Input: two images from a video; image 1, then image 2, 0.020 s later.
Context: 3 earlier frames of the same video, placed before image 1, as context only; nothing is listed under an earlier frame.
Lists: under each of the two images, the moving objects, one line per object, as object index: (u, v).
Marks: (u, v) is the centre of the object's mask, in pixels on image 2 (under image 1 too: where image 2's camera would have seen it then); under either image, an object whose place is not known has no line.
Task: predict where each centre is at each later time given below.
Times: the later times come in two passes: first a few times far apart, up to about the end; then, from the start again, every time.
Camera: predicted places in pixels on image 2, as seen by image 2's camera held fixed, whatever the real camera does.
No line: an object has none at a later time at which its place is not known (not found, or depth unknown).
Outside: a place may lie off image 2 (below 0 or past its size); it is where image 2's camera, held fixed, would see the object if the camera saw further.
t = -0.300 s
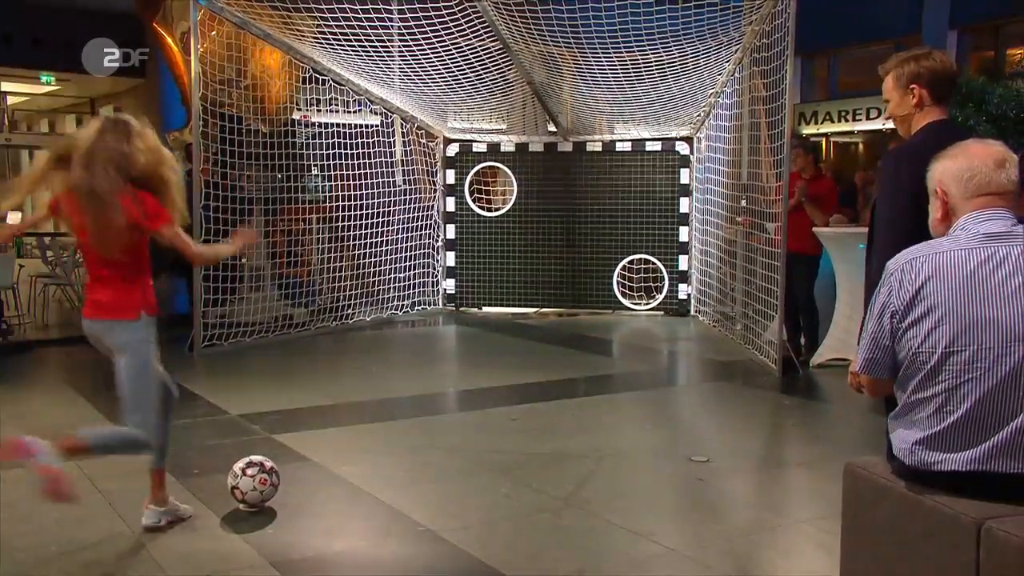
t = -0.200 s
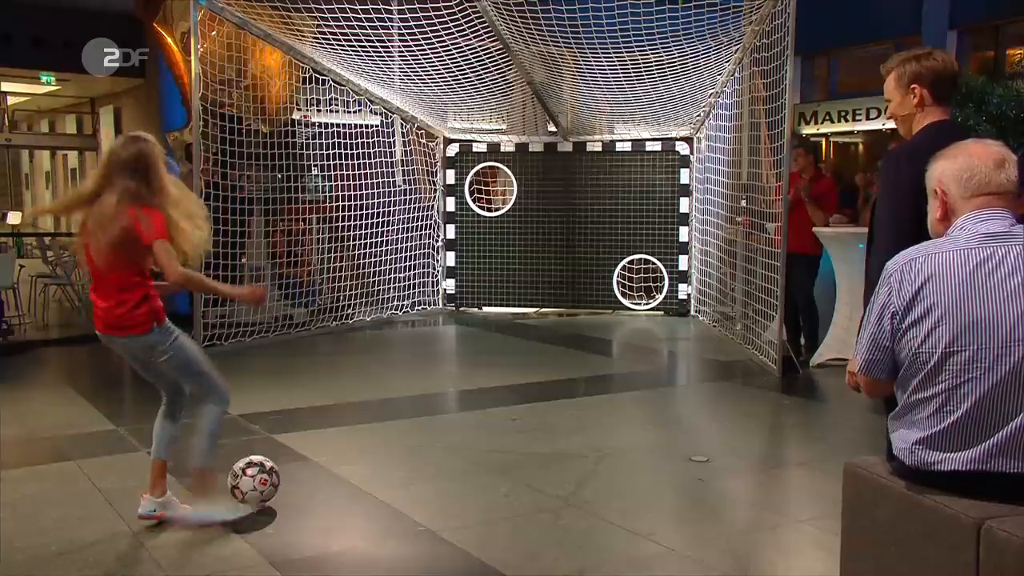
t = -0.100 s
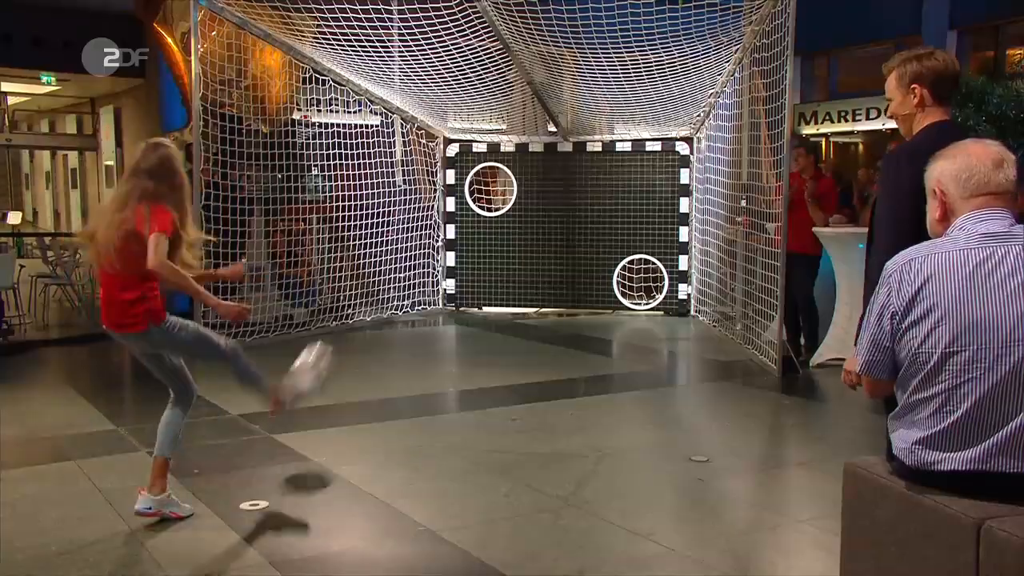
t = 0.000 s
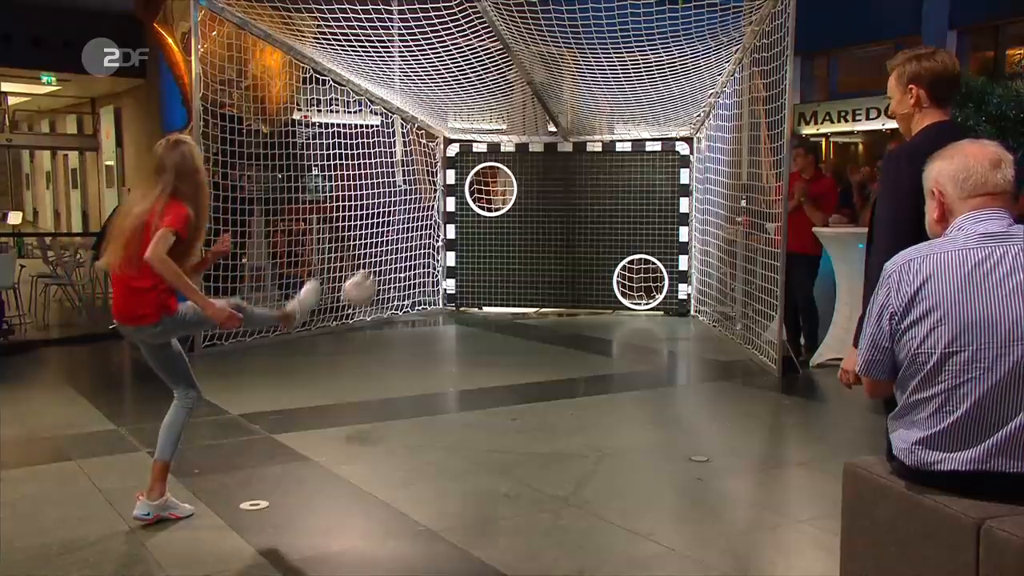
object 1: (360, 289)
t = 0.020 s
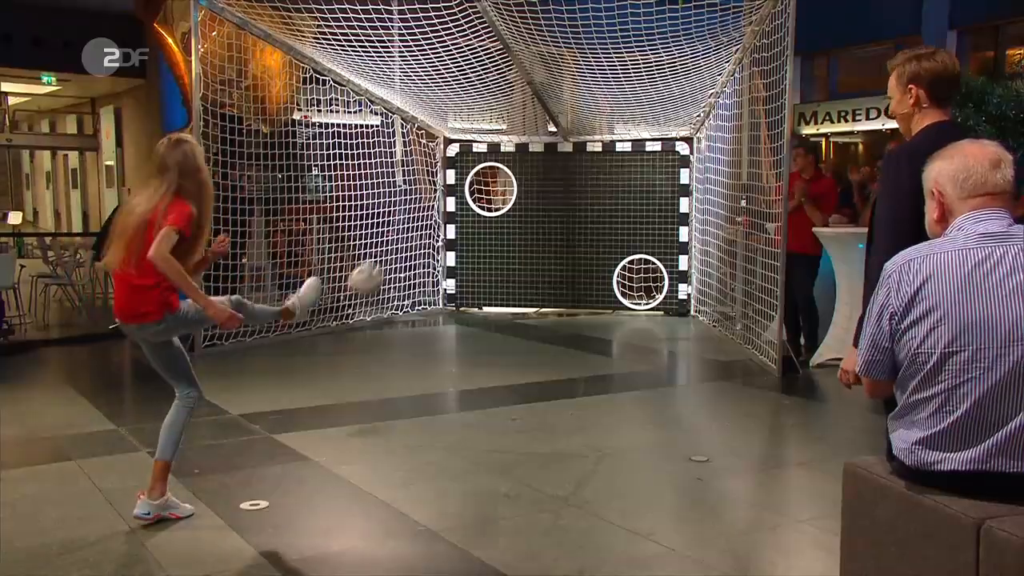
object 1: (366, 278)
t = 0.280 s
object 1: (417, 221)
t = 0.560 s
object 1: (417, 238)
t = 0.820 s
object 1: (395, 278)
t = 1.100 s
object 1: (376, 284)
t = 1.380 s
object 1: (359, 277)
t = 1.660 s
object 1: (338, 334)
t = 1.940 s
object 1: (313, 303)
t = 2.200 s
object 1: (286, 362)
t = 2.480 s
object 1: (253, 339)
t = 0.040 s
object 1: (371, 269)
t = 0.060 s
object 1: (378, 261)
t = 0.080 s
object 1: (383, 254)
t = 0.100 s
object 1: (388, 247)
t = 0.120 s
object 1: (393, 242)
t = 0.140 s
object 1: (396, 237)
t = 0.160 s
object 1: (399, 232)
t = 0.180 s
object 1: (403, 230)
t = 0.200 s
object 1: (407, 227)
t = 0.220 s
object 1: (409, 225)
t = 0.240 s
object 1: (412, 223)
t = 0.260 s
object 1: (415, 222)
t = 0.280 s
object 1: (417, 221)
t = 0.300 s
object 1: (419, 222)
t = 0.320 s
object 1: (421, 222)
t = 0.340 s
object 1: (423, 222)
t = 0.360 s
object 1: (425, 223)
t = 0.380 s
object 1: (426, 224)
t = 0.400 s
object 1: (427, 225)
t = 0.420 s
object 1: (428, 227)
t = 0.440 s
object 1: (430, 230)
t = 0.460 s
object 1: (431, 233)
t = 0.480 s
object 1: (432, 235)
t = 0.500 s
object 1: (428, 236)
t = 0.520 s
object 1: (422, 236)
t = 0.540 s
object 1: (419, 237)
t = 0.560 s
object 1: (417, 238)
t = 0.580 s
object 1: (415, 238)
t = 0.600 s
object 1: (414, 241)
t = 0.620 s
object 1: (412, 242)
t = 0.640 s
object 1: (410, 244)
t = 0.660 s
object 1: (408, 245)
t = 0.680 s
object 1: (407, 250)
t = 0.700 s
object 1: (406, 253)
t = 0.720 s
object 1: (403, 258)
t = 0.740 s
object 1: (402, 261)
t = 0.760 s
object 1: (401, 263)
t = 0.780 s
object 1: (399, 268)
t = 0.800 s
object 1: (397, 272)
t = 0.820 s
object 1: (395, 278)
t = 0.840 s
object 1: (394, 284)
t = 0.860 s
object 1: (392, 290)
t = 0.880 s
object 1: (390, 297)
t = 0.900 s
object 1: (388, 304)
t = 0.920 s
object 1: (387, 311)
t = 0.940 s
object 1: (385, 318)
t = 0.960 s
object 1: (384, 315)
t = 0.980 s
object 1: (383, 309)
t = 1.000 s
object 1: (383, 305)
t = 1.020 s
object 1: (380, 298)
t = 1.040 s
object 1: (380, 296)
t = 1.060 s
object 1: (379, 291)
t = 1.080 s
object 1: (377, 287)
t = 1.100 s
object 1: (376, 284)
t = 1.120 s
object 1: (374, 281)
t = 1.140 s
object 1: (373, 278)
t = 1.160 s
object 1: (372, 275)
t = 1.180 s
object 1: (372, 274)
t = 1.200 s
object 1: (370, 273)
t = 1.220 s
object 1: (369, 272)
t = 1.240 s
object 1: (367, 271)
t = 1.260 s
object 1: (366, 270)
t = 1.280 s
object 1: (365, 270)
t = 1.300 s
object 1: (364, 271)
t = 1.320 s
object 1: (362, 271)
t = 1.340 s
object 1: (361, 273)
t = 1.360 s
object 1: (359, 274)
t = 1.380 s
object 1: (359, 277)
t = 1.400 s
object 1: (357, 280)
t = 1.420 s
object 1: (356, 282)
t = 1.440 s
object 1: (355, 285)
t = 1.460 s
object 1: (353, 290)
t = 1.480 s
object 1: (352, 295)
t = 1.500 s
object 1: (350, 300)
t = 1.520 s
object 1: (348, 305)
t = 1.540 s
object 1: (347, 311)
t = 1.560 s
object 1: (345, 317)
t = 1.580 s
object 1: (345, 323)
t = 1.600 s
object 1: (343, 332)
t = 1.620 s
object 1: (341, 338)
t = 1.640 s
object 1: (339, 340)
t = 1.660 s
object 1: (338, 334)
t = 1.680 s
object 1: (336, 330)
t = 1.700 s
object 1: (335, 325)
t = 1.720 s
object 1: (332, 321)
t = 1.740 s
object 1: (331, 317)
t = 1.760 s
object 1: (330, 314)
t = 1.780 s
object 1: (329, 311)
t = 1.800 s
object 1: (326, 309)
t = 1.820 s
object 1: (325, 308)
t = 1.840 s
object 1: (323, 306)
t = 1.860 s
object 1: (321, 305)
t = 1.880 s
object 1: (319, 304)
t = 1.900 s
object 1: (318, 304)
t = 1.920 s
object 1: (315, 303)
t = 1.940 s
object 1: (313, 303)
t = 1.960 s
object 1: (311, 305)
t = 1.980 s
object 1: (309, 307)
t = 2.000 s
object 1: (308, 309)
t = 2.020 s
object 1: (306, 312)
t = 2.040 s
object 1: (304, 315)
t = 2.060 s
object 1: (302, 319)
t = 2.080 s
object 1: (300, 323)
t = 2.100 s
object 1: (297, 329)
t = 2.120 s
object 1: (295, 334)
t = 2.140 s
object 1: (293, 340)
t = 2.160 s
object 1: (291, 346)
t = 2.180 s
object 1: (288, 354)
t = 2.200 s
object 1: (286, 362)
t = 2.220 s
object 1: (285, 371)
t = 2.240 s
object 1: (283, 369)
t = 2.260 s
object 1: (280, 361)
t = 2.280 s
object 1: (278, 357)
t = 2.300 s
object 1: (275, 353)
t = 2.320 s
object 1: (272, 349)
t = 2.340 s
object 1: (270, 347)
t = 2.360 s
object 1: (268, 344)
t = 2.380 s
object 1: (265, 342)
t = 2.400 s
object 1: (263, 340)
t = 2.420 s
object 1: (260, 339)
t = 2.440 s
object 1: (258, 338)
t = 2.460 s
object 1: (255, 339)
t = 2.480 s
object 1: (253, 339)
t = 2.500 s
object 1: (250, 341)
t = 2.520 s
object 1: (247, 342)
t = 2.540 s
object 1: (245, 344)
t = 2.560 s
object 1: (242, 347)
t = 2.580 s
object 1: (239, 350)
